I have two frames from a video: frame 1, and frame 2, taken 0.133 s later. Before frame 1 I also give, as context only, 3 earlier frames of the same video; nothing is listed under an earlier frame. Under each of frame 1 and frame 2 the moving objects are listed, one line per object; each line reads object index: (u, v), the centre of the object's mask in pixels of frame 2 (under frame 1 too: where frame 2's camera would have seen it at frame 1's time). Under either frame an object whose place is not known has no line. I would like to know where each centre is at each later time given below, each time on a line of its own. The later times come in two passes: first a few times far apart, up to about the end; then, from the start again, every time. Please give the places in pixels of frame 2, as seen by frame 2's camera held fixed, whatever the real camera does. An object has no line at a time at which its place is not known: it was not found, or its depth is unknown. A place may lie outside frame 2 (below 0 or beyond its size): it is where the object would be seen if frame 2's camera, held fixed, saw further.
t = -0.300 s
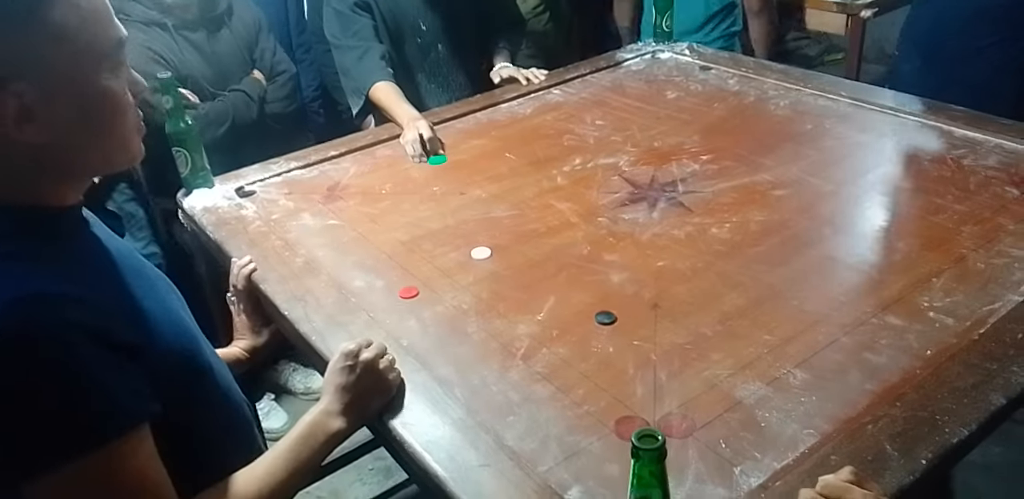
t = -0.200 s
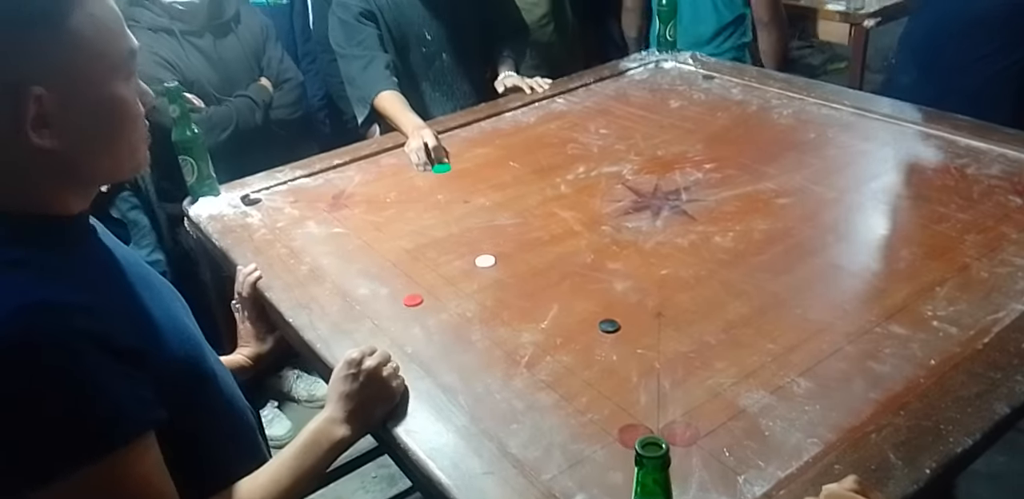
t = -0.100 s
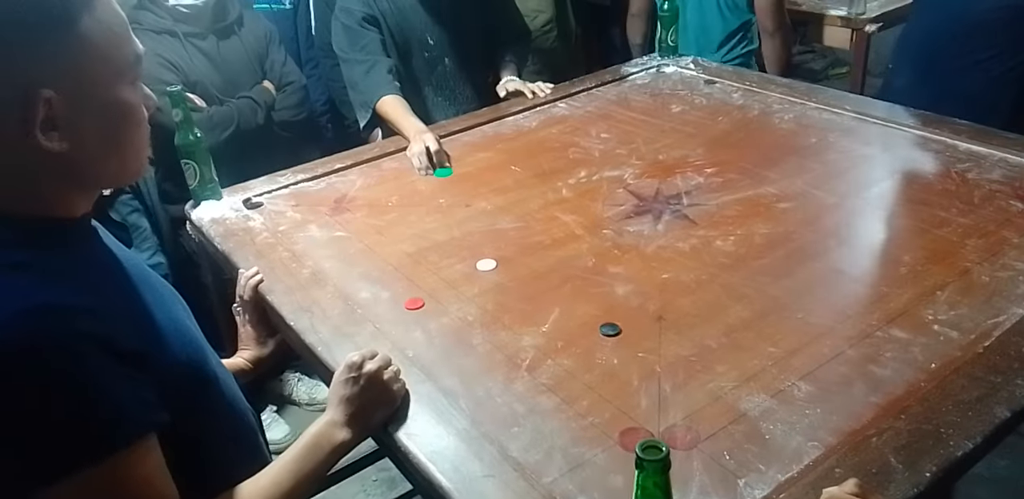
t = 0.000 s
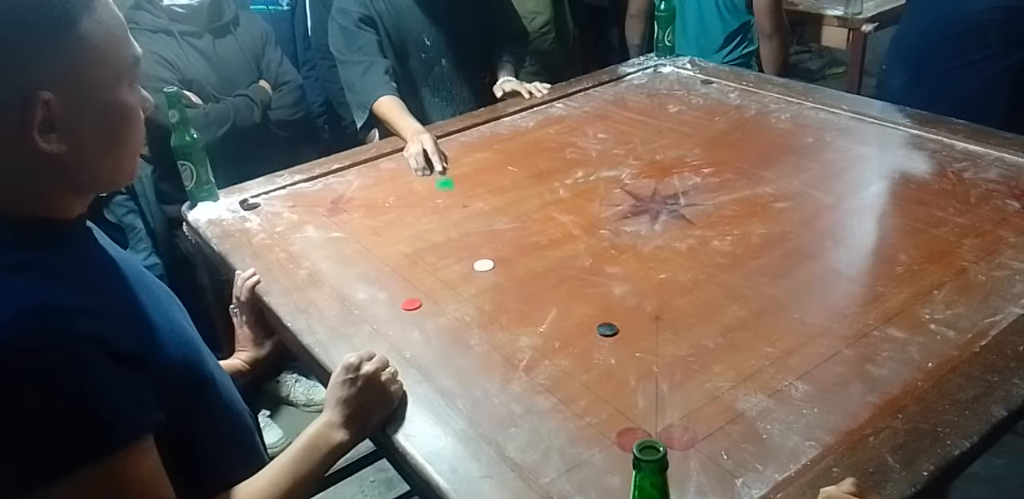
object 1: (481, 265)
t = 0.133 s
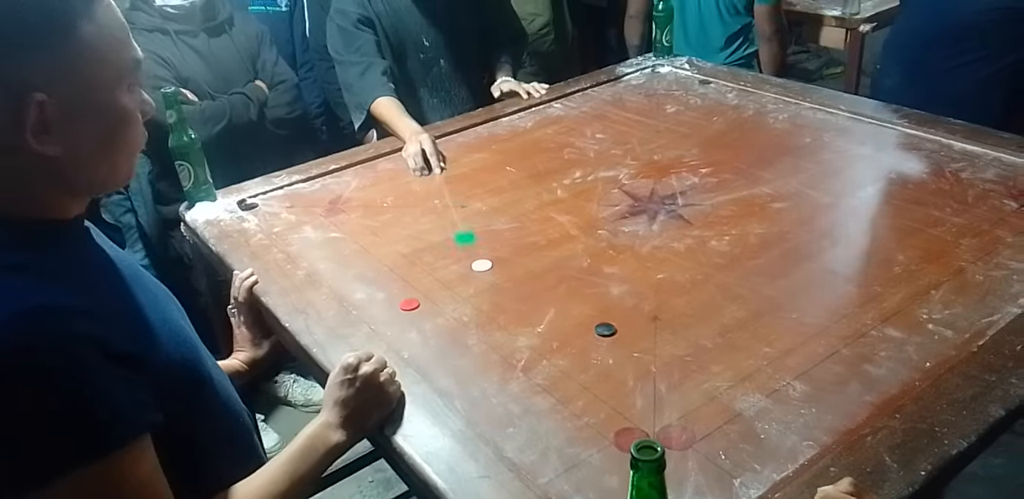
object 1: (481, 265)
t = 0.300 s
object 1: (533, 326)
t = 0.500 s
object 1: (625, 437)
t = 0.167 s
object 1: (481, 265)
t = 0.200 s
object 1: (491, 276)
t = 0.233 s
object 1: (504, 292)
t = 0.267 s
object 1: (518, 309)
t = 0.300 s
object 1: (533, 326)
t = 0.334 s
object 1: (549, 344)
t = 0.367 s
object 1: (565, 363)
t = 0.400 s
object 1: (582, 382)
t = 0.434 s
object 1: (599, 402)
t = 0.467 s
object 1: (616, 422)
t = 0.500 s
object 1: (625, 437)
